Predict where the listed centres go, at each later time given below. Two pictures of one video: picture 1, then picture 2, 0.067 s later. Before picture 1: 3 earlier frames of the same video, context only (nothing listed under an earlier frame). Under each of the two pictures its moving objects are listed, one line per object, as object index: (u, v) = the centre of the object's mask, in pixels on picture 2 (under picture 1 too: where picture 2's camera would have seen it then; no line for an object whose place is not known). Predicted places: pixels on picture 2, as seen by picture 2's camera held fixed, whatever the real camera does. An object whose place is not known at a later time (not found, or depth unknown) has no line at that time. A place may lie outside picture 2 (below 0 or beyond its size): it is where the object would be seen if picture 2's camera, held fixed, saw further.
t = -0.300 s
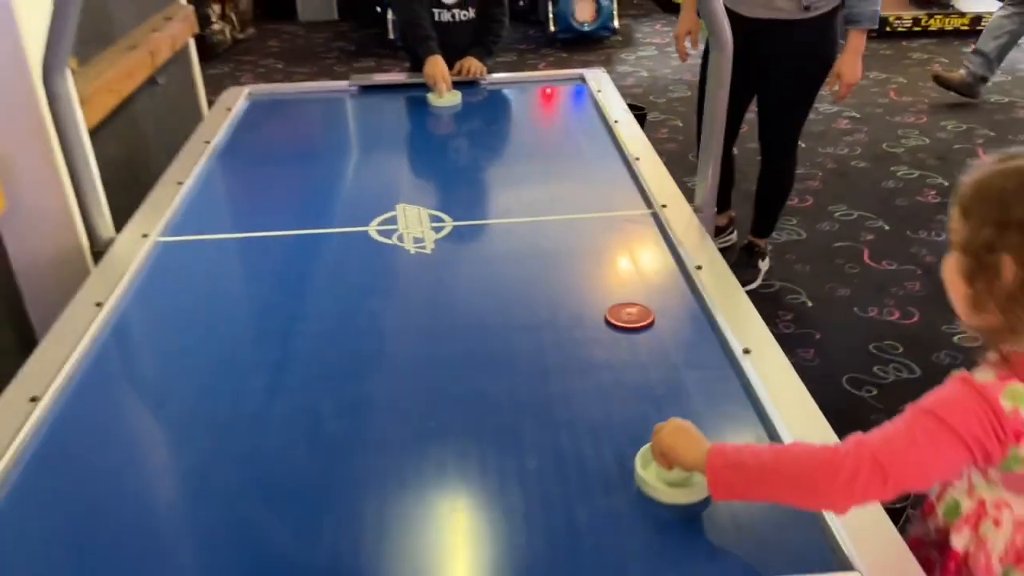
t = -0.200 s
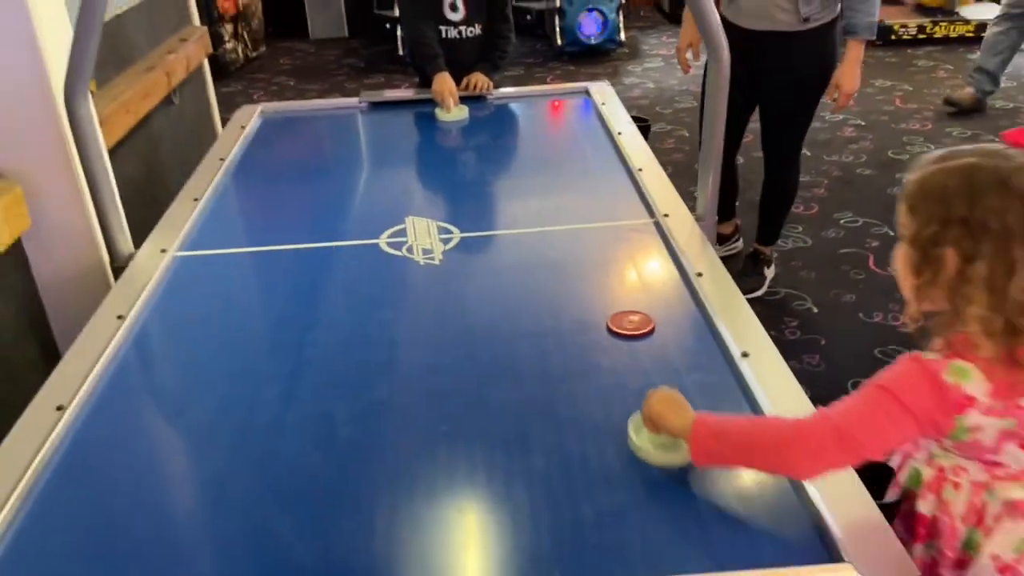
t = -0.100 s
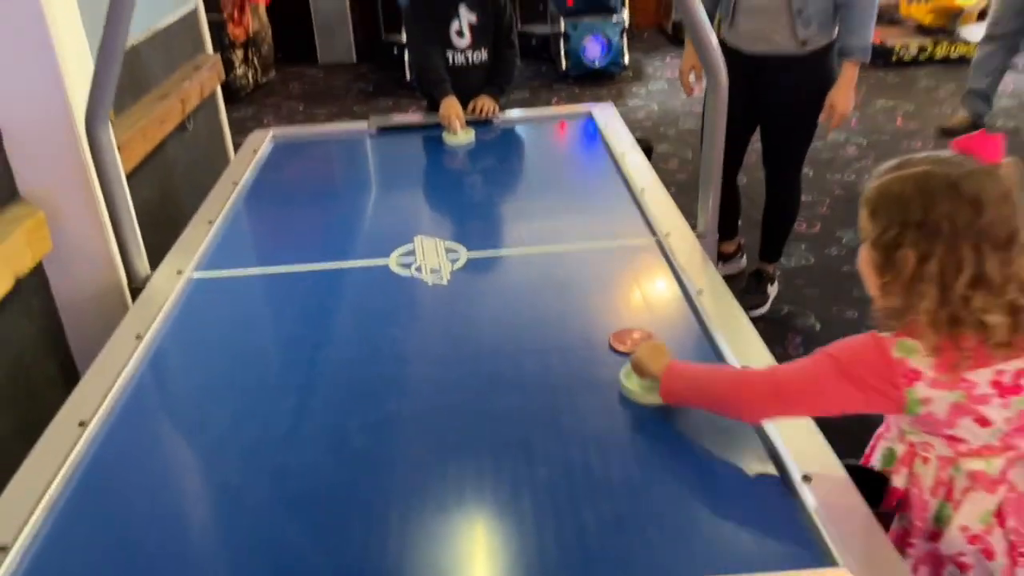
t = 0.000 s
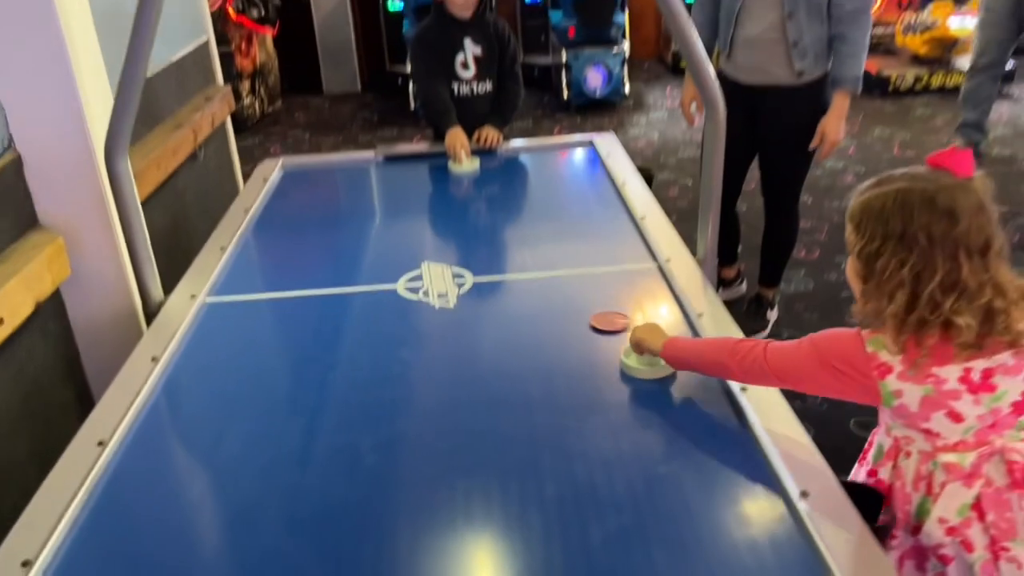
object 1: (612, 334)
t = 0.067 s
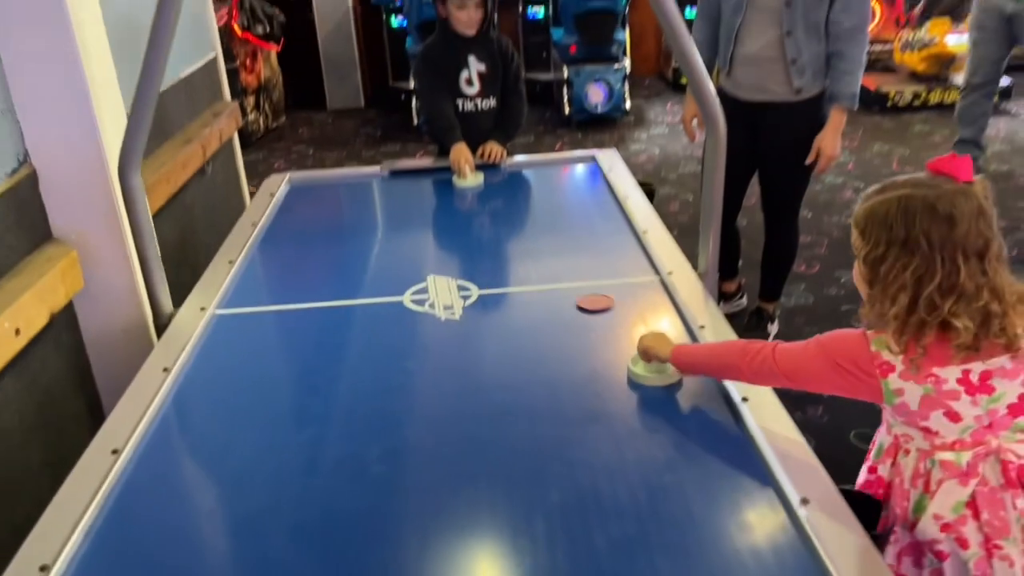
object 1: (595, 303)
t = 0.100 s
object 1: (587, 289)
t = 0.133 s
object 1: (578, 276)
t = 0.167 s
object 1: (572, 264)
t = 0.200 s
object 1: (565, 252)
